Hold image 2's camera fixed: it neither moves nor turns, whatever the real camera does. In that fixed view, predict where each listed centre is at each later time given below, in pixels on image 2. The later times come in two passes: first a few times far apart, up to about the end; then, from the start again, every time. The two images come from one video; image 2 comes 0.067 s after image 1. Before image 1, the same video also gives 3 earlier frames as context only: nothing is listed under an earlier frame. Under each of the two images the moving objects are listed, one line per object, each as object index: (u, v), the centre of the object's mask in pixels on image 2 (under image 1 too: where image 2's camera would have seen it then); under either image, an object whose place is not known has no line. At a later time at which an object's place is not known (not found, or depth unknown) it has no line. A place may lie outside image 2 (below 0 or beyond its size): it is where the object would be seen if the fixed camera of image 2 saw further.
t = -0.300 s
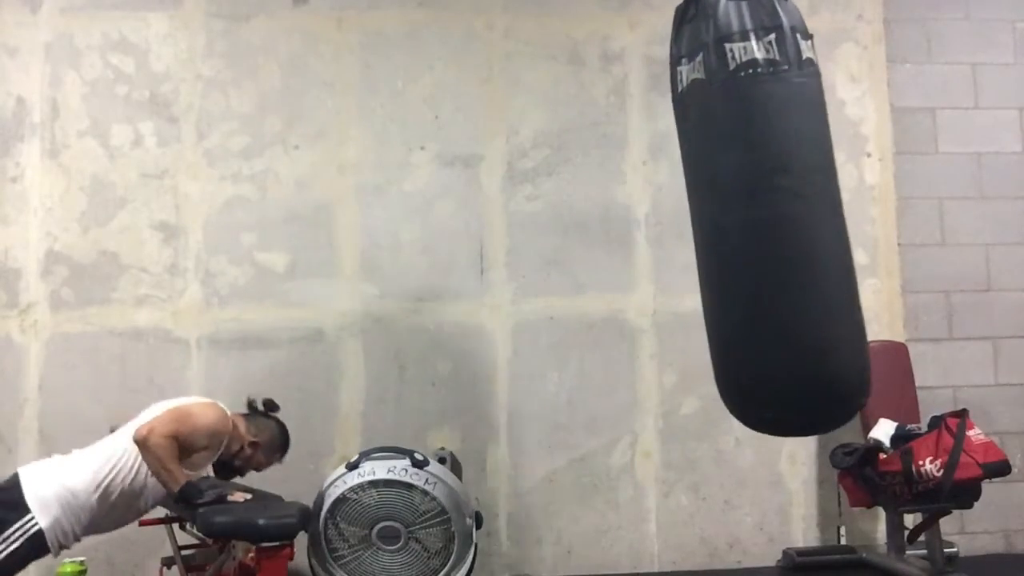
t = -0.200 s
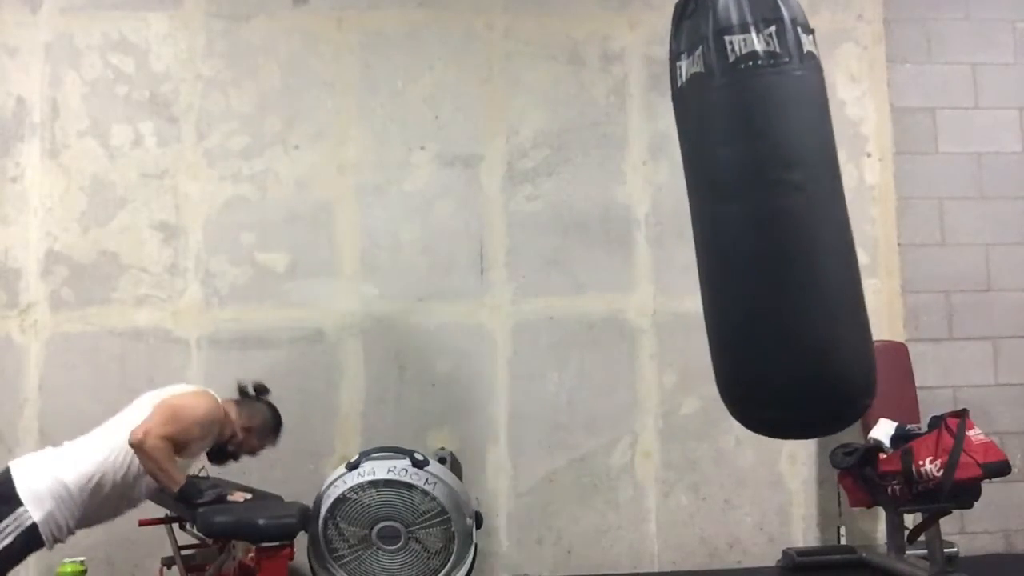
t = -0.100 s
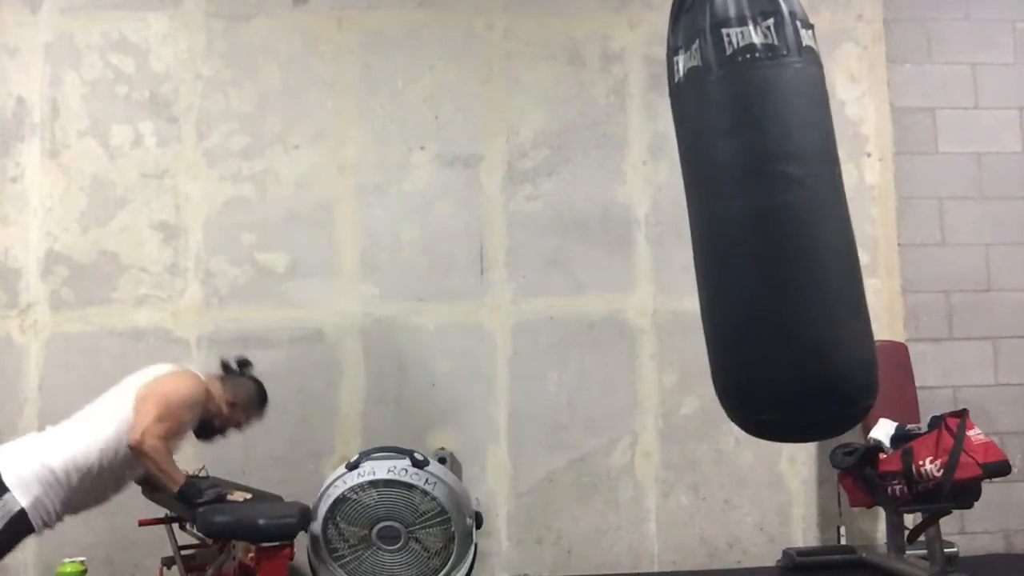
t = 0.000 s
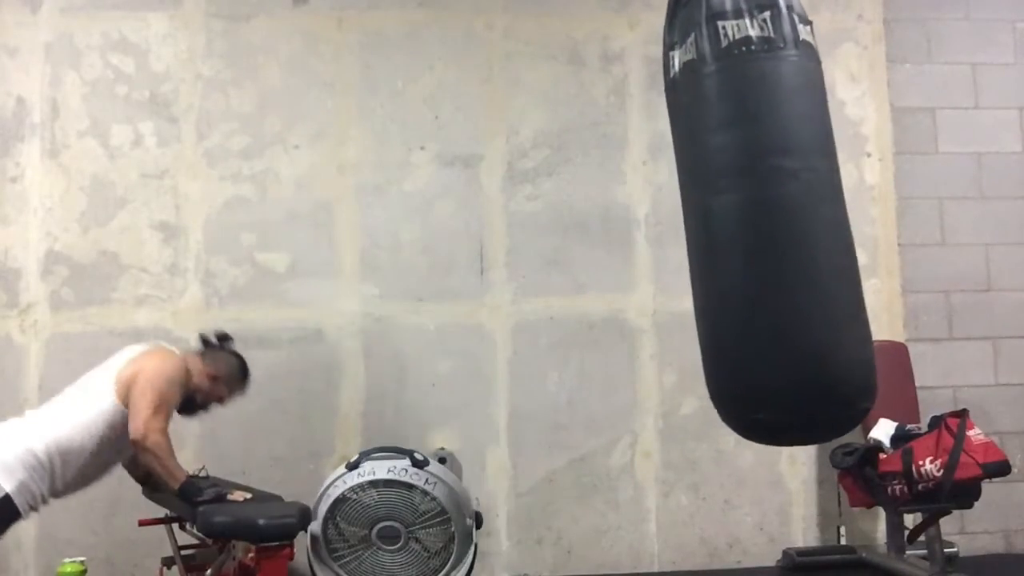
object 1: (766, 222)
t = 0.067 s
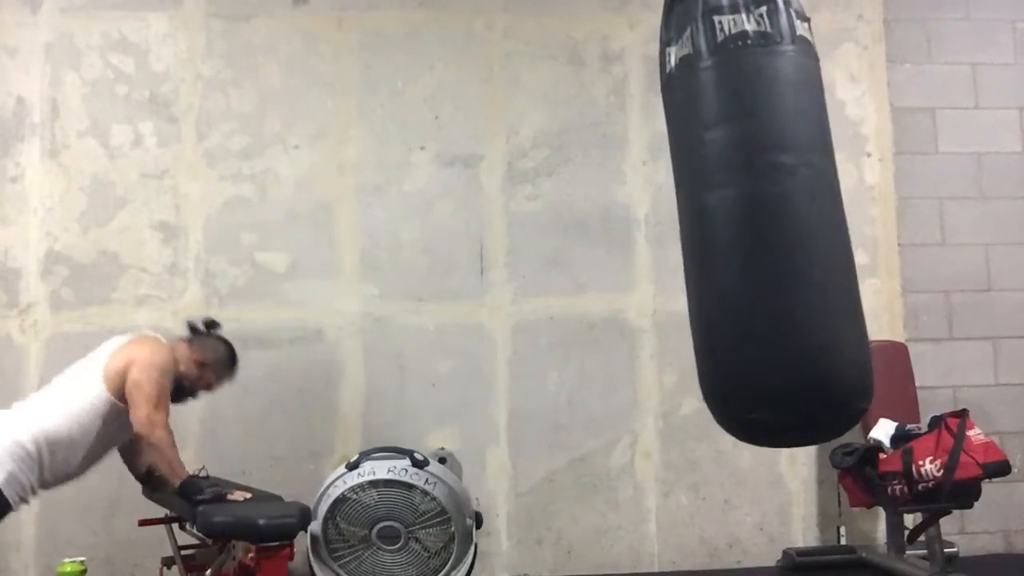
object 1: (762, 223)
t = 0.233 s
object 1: (747, 224)
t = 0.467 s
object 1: (716, 224)
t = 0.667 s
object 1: (691, 223)
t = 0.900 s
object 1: (670, 224)
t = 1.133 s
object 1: (668, 223)
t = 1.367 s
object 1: (679, 221)
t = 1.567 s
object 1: (697, 218)
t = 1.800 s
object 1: (722, 215)
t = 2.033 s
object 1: (746, 213)
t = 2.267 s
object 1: (764, 216)
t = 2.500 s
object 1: (772, 219)
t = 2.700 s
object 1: (765, 223)
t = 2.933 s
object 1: (744, 224)
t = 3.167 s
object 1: (712, 224)
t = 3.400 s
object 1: (682, 224)
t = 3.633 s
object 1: (666, 224)
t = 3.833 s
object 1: (667, 223)
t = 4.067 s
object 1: (681, 221)
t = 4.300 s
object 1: (704, 217)
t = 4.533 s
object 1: (729, 214)
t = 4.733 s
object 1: (750, 214)
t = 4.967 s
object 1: (767, 216)
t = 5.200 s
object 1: (773, 220)
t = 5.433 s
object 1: (762, 224)
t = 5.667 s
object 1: (736, 225)
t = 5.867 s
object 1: (708, 225)
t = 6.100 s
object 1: (679, 225)
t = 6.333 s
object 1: (665, 225)
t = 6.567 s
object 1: (669, 223)
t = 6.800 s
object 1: (685, 221)
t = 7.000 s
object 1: (707, 217)
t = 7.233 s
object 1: (733, 214)
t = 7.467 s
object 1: (756, 214)
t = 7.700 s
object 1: (771, 217)
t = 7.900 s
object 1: (773, 221)
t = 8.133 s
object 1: (761, 223)
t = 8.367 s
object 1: (733, 225)
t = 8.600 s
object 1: (699, 225)
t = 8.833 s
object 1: (673, 225)
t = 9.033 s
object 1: (664, 224)
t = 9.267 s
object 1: (669, 224)
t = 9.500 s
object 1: (688, 220)
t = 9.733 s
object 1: (714, 217)
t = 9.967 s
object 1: (740, 214)
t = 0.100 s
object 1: (760, 223)
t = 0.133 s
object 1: (757, 223)
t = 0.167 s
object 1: (754, 223)
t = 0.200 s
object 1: (751, 223)
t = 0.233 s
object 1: (747, 224)
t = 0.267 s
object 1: (743, 223)
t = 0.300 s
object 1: (739, 223)
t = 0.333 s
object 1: (735, 223)
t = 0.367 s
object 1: (731, 223)
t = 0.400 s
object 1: (726, 223)
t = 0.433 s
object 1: (721, 224)
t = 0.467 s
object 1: (716, 224)
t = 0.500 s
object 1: (712, 224)
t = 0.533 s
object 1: (708, 224)
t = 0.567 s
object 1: (703, 224)
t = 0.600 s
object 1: (698, 224)
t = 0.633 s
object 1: (694, 223)
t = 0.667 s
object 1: (691, 223)
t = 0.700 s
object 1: (687, 223)
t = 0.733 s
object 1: (683, 223)
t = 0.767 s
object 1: (680, 223)
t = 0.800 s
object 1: (677, 223)
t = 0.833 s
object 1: (675, 223)
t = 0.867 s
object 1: (673, 223)
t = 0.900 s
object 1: (670, 224)
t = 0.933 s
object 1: (669, 224)
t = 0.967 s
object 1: (667, 224)
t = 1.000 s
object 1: (667, 224)
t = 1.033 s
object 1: (666, 224)
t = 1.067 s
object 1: (667, 224)
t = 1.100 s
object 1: (667, 223)
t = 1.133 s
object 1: (668, 223)
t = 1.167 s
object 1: (669, 222)
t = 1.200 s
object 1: (669, 222)
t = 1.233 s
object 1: (671, 222)
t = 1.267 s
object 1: (673, 222)
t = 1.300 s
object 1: (675, 221)
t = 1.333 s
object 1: (677, 221)
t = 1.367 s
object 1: (679, 221)
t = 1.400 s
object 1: (682, 221)
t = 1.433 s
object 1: (685, 220)
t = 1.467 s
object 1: (688, 220)
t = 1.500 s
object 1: (691, 218)
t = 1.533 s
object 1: (694, 218)
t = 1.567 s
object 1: (697, 218)
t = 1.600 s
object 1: (701, 216)
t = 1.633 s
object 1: (704, 216)
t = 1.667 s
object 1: (707, 216)
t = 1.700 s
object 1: (711, 215)
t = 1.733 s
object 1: (715, 215)
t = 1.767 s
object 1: (718, 215)
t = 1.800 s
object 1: (722, 215)
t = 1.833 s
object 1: (726, 214)
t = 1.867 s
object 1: (729, 214)
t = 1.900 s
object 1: (733, 214)
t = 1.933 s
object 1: (736, 214)
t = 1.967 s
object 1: (739, 213)
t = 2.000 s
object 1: (743, 213)
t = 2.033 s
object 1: (746, 213)
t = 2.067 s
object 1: (749, 213)
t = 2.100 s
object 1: (752, 213)
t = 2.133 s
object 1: (755, 214)
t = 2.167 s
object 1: (758, 214)
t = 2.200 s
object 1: (760, 214)
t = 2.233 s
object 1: (762, 215)
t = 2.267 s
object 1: (764, 216)
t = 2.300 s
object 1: (766, 216)
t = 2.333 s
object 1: (768, 217)
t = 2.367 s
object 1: (769, 218)
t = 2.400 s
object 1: (770, 218)
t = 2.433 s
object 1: (771, 218)
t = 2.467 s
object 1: (771, 218)
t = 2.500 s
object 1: (772, 219)
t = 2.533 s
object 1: (771, 219)
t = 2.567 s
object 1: (770, 220)
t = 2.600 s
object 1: (770, 221)
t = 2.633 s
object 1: (769, 221)
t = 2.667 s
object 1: (768, 221)
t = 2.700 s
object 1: (765, 223)
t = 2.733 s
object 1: (764, 222)
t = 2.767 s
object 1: (761, 223)
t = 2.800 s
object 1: (759, 224)
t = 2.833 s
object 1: (755, 224)
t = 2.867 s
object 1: (752, 223)
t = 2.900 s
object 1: (748, 224)
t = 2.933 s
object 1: (744, 224)
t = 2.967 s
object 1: (740, 223)
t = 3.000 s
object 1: (735, 224)
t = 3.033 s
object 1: (731, 224)
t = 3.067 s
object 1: (727, 223)
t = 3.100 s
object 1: (721, 224)
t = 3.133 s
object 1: (717, 223)
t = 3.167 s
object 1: (712, 224)
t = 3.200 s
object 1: (707, 224)
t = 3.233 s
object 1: (702, 224)
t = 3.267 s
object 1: (698, 224)
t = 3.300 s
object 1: (694, 223)
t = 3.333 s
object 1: (690, 223)
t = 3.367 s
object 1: (685, 224)
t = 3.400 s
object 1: (682, 224)
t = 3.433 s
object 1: (679, 224)
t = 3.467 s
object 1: (677, 223)
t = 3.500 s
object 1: (673, 224)
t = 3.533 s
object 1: (671, 223)
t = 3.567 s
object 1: (670, 223)
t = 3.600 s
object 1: (667, 224)
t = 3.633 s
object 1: (666, 224)
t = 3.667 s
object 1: (666, 224)
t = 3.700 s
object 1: (666, 224)
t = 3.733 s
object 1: (665, 224)
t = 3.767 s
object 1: (665, 224)
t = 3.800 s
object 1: (666, 224)
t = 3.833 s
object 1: (667, 223)
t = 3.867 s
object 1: (668, 222)
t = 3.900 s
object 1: (670, 222)
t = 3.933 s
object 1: (671, 222)
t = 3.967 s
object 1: (673, 222)
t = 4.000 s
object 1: (676, 221)
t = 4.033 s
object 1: (679, 221)
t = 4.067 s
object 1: (681, 221)
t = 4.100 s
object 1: (684, 220)
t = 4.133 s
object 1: (687, 220)
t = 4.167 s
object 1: (690, 220)
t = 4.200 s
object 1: (693, 219)
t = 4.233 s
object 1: (697, 218)
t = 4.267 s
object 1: (700, 217)
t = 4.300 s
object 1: (704, 217)
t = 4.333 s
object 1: (707, 217)
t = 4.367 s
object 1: (711, 216)
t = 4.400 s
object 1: (714, 216)
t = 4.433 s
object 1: (719, 215)
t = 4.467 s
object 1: (722, 215)
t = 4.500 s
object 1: (726, 214)
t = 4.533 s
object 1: (729, 214)
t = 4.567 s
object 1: (733, 214)
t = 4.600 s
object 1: (736, 214)
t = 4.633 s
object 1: (740, 214)
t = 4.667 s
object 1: (743, 214)
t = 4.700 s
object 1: (747, 214)
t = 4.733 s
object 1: (750, 214)
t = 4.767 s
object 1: (753, 214)
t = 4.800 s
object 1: (755, 214)
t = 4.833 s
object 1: (758, 214)
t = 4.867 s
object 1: (761, 215)
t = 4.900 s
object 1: (763, 215)
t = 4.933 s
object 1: (765, 215)
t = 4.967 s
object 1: (767, 216)
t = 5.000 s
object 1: (768, 217)
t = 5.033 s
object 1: (770, 217)
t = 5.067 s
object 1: (771, 218)
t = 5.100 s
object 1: (772, 218)
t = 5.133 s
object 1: (772, 219)
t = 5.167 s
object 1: (772, 220)
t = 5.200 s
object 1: (773, 220)
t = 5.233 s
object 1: (772, 220)
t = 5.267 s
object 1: (771, 221)
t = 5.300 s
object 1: (770, 221)
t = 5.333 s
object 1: (768, 222)
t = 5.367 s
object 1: (767, 222)
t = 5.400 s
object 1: (765, 222)
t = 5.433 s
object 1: (762, 224)
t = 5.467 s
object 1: (759, 224)
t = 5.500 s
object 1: (756, 224)
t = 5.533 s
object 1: (753, 224)
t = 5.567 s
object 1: (749, 225)
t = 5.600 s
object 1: (745, 224)
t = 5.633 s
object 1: (741, 224)
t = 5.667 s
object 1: (736, 225)
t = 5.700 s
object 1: (732, 225)
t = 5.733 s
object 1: (727, 225)
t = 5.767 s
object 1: (723, 224)
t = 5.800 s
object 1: (718, 224)
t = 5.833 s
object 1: (712, 225)
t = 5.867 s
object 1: (708, 225)
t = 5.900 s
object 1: (704, 224)
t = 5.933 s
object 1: (699, 224)
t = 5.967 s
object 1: (694, 225)
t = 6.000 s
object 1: (690, 224)
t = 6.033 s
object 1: (686, 224)
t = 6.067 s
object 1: (682, 224)
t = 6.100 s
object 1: (679, 225)
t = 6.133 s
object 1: (676, 225)
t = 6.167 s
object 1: (673, 224)
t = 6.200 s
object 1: (671, 224)
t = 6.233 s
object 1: (669, 224)
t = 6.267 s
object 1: (667, 224)
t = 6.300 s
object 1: (666, 224)
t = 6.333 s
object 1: (665, 225)
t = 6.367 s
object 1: (664, 225)
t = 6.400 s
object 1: (664, 225)
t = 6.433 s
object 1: (664, 224)
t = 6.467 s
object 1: (665, 224)
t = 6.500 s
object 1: (666, 224)
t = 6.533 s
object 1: (667, 224)
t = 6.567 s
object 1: (669, 223)
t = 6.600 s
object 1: (670, 224)
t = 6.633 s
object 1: (672, 223)
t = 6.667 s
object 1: (675, 223)
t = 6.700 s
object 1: (677, 221)
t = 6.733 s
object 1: (680, 221)
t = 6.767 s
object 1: (683, 221)
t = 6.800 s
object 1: (685, 221)
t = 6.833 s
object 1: (689, 220)
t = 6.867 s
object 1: (693, 219)
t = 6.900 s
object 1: (696, 219)
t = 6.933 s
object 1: (699, 219)
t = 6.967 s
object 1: (703, 219)
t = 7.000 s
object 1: (707, 217)
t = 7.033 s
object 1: (711, 216)
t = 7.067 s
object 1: (714, 216)
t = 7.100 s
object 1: (718, 216)
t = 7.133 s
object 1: (722, 216)
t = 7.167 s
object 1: (725, 215)
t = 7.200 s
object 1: (730, 214)
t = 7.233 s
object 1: (733, 214)
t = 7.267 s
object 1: (737, 214)
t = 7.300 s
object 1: (740, 215)
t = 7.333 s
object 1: (744, 214)
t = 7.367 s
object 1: (747, 214)
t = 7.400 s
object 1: (750, 214)
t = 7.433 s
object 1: (753, 215)
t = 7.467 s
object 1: (756, 214)
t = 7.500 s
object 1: (759, 215)
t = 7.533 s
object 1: (761, 214)
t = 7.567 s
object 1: (764, 214)
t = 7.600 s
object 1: (766, 215)
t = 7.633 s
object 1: (768, 216)
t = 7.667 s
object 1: (770, 216)
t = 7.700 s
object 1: (771, 217)
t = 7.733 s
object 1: (772, 217)
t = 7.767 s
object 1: (773, 218)
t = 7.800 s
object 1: (774, 218)
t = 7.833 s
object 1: (774, 219)
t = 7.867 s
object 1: (774, 220)
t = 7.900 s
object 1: (773, 221)
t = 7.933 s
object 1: (773, 221)
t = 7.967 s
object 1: (772, 221)
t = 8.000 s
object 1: (770, 221)
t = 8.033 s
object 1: (768, 222)
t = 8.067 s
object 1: (766, 222)
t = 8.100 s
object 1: (763, 223)
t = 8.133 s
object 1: (761, 223)
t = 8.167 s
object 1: (757, 224)
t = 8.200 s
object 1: (754, 224)
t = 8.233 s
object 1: (751, 225)
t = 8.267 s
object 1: (747, 224)
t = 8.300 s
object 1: (742, 225)
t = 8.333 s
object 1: (738, 225)
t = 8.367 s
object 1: (733, 225)
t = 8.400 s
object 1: (729, 225)
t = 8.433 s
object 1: (724, 224)
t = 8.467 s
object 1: (719, 224)
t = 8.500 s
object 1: (714, 224)
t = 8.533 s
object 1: (709, 224)
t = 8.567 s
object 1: (704, 224)
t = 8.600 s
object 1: (699, 225)
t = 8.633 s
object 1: (695, 225)
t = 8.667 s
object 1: (691, 224)
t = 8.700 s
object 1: (687, 224)
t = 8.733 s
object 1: (683, 224)
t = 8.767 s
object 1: (680, 224)
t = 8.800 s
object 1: (676, 225)
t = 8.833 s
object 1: (673, 225)
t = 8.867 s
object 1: (671, 225)
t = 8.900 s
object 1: (669, 225)
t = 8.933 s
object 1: (667, 224)
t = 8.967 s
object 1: (666, 224)
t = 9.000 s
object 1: (665, 225)
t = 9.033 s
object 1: (664, 224)
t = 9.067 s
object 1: (663, 225)
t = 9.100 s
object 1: (664, 224)
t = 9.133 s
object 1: (664, 224)
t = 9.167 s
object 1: (665, 224)
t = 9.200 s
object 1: (666, 225)
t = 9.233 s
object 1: (667, 225)
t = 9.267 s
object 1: (669, 224)
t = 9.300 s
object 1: (671, 224)
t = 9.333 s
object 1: (673, 223)
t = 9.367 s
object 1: (676, 222)
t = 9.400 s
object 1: (679, 221)
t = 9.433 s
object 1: (682, 221)
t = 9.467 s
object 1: (685, 221)
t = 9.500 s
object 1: (688, 220)
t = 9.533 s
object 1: (692, 220)
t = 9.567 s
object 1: (695, 220)
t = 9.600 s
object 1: (698, 219)
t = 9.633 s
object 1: (702, 219)
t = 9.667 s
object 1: (706, 218)
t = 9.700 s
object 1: (710, 218)
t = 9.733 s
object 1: (714, 217)
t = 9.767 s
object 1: (717, 217)
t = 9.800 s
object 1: (722, 216)
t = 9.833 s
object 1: (725, 216)
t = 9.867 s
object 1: (729, 215)
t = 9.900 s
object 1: (733, 215)
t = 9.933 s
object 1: (736, 215)
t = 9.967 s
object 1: (740, 214)
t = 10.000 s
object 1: (744, 214)
